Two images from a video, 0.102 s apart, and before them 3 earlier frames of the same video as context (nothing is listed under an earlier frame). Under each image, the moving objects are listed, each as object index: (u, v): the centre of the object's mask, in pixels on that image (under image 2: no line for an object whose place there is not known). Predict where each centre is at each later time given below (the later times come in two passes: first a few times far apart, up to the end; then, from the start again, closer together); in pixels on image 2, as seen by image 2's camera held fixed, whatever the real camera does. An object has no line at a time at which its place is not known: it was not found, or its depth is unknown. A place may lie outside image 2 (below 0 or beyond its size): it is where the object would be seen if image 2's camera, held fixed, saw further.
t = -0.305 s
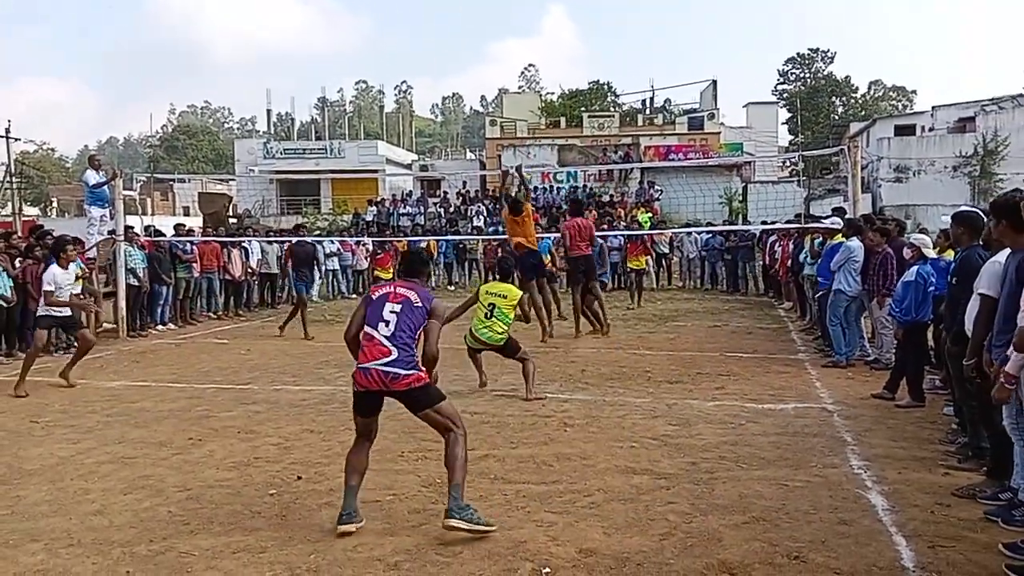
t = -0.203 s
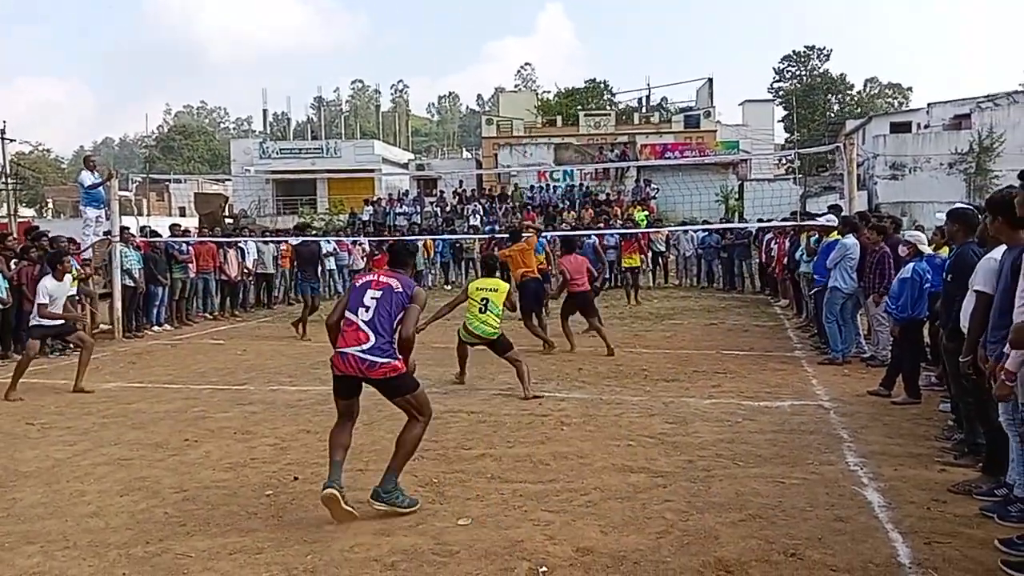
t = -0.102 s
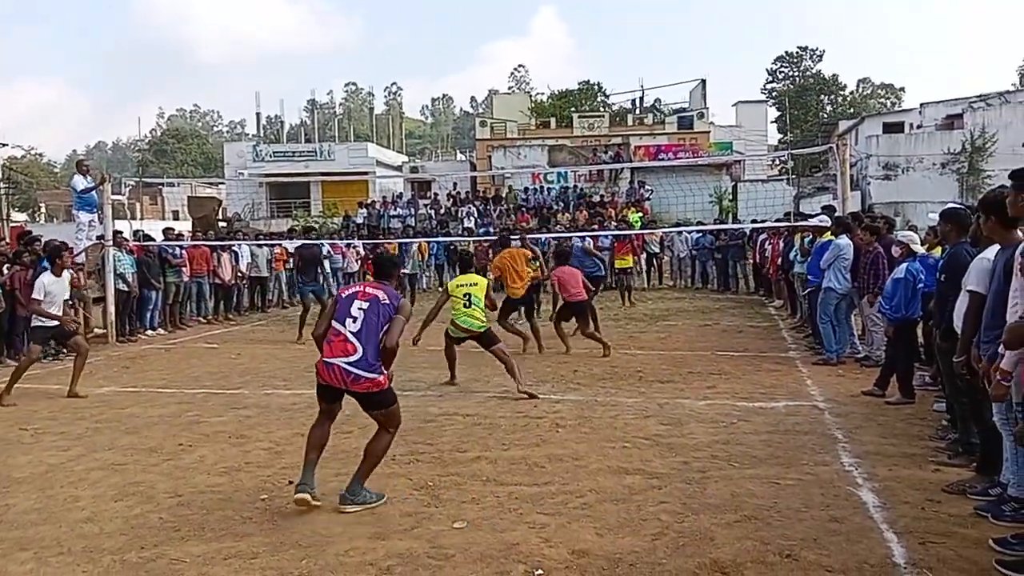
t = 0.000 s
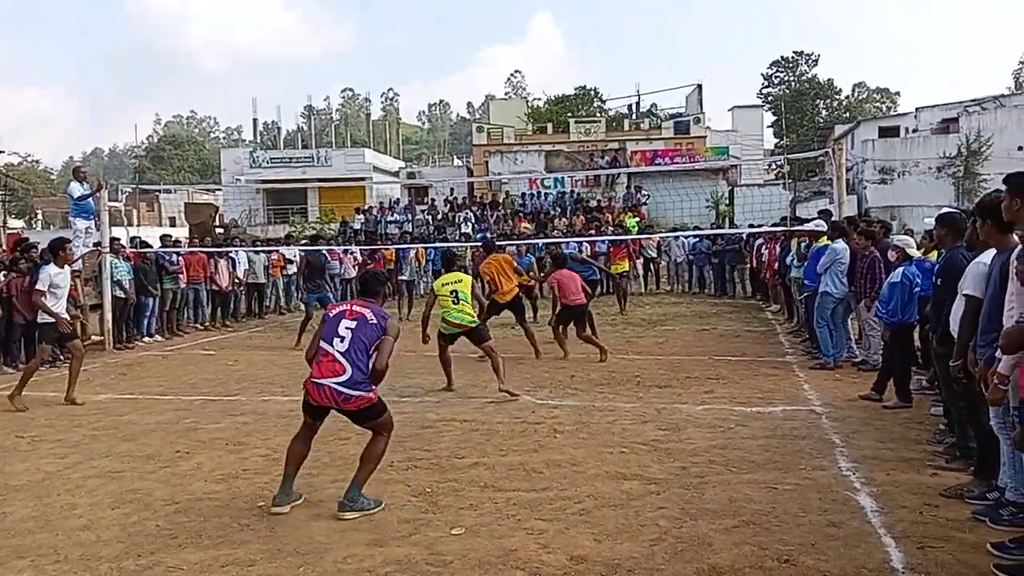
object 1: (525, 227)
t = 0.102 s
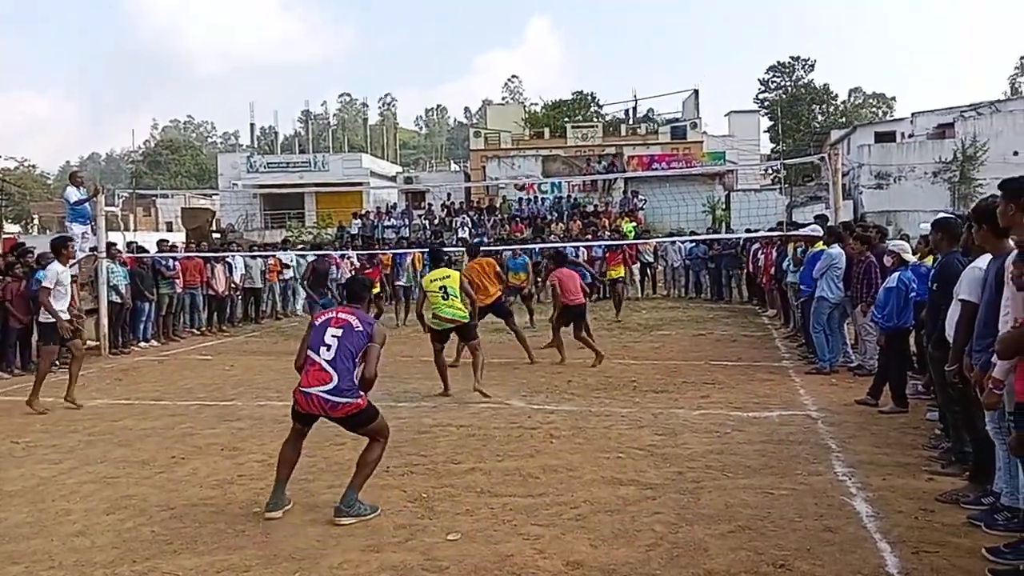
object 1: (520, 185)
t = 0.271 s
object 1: (522, 112)
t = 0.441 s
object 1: (527, 57)
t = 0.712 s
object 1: (532, 11)
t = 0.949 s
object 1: (538, 19)
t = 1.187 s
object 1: (544, 82)
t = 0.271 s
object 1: (522, 112)
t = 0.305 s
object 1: (524, 100)
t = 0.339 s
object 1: (524, 88)
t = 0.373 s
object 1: (525, 77)
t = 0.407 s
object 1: (526, 66)
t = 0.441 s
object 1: (527, 57)
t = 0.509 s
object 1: (527, 41)
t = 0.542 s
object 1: (528, 34)
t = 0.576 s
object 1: (529, 27)
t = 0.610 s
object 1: (530, 22)
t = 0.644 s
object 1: (531, 17)
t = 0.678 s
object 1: (532, 14)
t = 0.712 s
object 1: (532, 11)
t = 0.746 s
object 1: (533, 9)
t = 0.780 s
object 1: (534, 8)
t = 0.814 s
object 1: (535, 8)
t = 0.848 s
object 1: (536, 9)
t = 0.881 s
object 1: (537, 12)
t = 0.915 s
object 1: (538, 15)
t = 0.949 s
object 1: (538, 19)
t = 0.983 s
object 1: (539, 25)
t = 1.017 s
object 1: (540, 31)
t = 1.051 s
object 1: (540, 39)
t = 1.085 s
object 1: (541, 48)
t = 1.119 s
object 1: (543, 58)
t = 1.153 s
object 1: (544, 70)
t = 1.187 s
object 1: (544, 82)
